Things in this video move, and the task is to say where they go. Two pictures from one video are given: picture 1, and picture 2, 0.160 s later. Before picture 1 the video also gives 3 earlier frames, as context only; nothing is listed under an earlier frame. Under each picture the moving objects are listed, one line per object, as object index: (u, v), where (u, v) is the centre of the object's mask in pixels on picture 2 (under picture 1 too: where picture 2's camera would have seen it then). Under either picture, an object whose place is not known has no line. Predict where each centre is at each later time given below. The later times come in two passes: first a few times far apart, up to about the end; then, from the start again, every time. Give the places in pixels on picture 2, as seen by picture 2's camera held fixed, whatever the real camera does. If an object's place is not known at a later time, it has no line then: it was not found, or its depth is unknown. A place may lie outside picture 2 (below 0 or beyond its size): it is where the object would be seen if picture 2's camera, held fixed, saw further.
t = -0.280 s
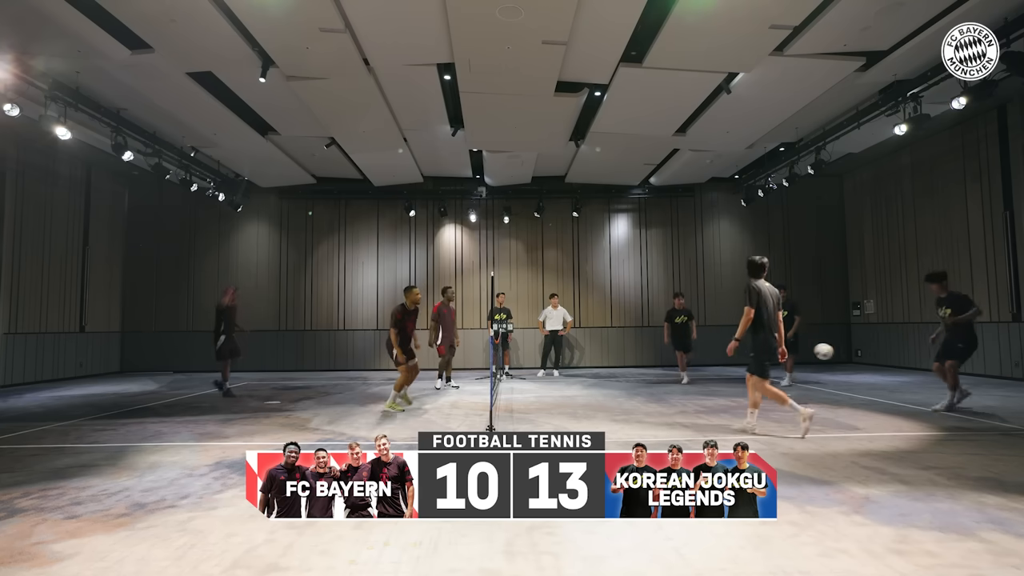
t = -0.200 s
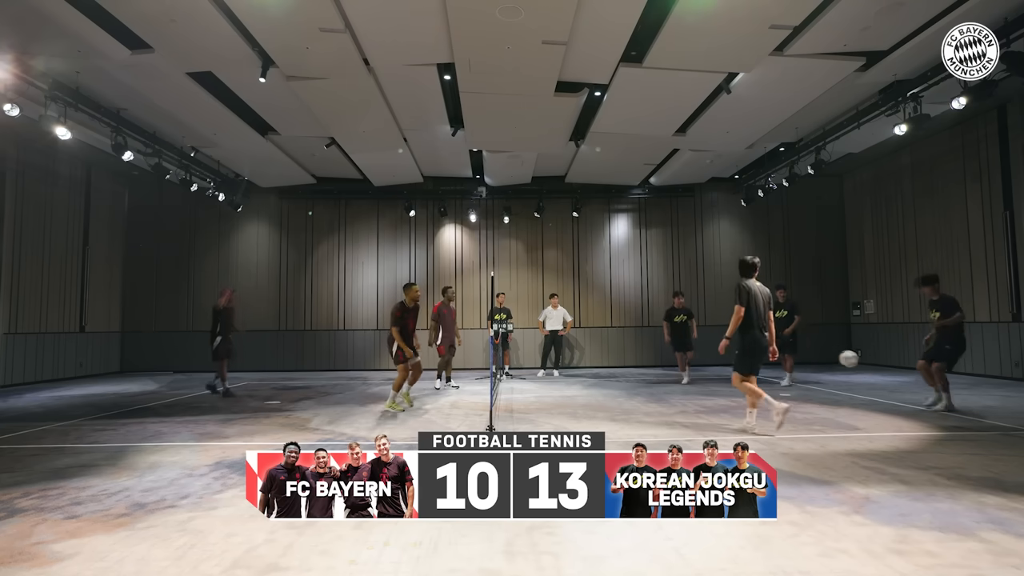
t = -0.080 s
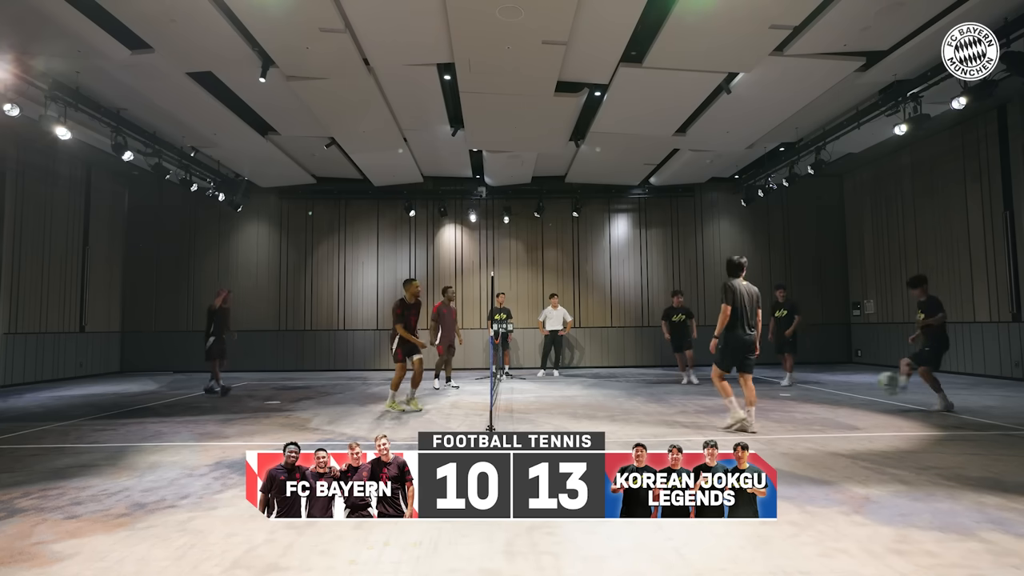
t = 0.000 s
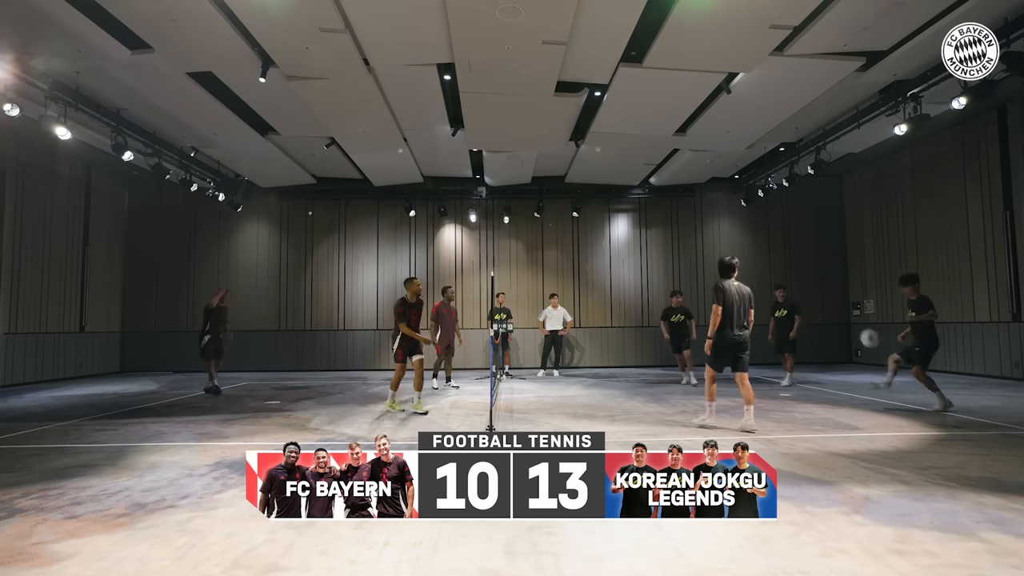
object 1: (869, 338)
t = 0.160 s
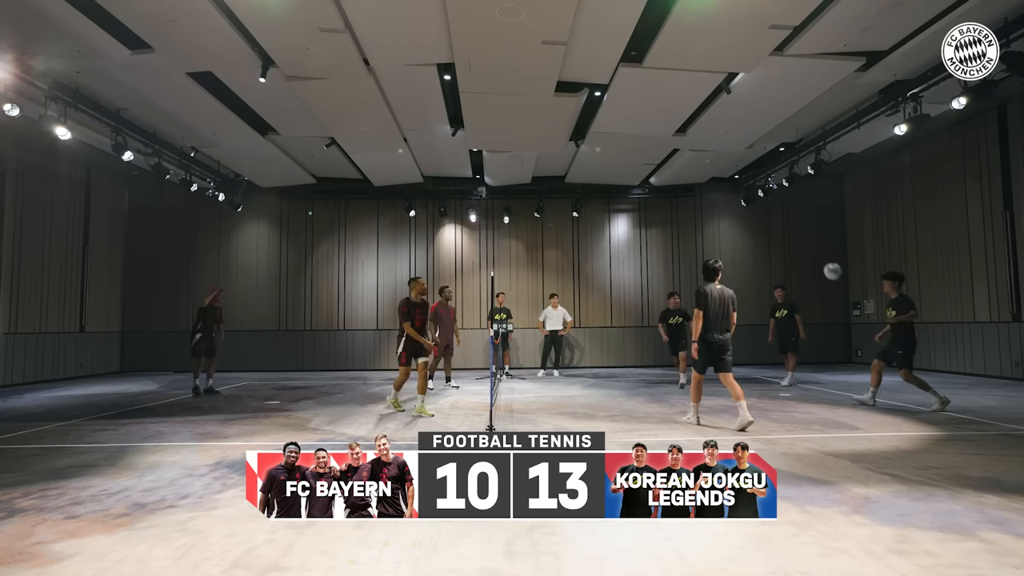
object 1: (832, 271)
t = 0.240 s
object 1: (816, 247)
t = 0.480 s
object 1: (771, 205)
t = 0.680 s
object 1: (739, 203)
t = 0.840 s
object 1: (716, 220)
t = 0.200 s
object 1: (824, 258)
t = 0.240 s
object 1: (816, 247)
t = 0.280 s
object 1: (808, 236)
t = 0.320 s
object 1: (800, 227)
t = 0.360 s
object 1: (792, 220)
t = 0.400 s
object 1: (785, 214)
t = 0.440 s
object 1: (778, 209)
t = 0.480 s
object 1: (771, 205)
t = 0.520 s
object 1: (764, 203)
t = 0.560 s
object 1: (758, 201)
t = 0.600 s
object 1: (752, 200)
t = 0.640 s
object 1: (745, 201)
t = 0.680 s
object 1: (739, 203)
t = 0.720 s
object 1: (733, 206)
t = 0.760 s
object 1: (728, 209)
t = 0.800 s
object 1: (722, 214)
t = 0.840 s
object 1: (716, 220)
